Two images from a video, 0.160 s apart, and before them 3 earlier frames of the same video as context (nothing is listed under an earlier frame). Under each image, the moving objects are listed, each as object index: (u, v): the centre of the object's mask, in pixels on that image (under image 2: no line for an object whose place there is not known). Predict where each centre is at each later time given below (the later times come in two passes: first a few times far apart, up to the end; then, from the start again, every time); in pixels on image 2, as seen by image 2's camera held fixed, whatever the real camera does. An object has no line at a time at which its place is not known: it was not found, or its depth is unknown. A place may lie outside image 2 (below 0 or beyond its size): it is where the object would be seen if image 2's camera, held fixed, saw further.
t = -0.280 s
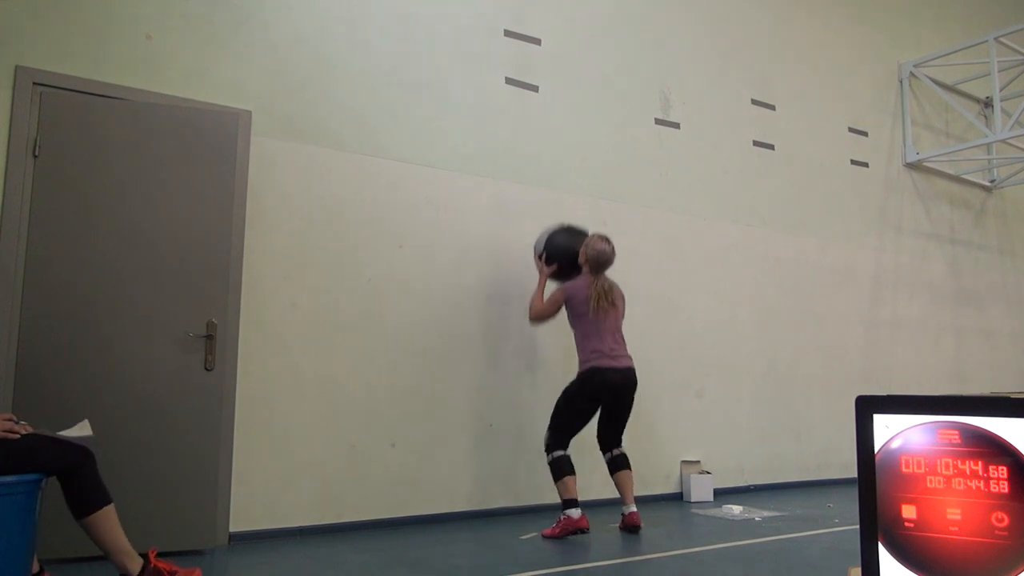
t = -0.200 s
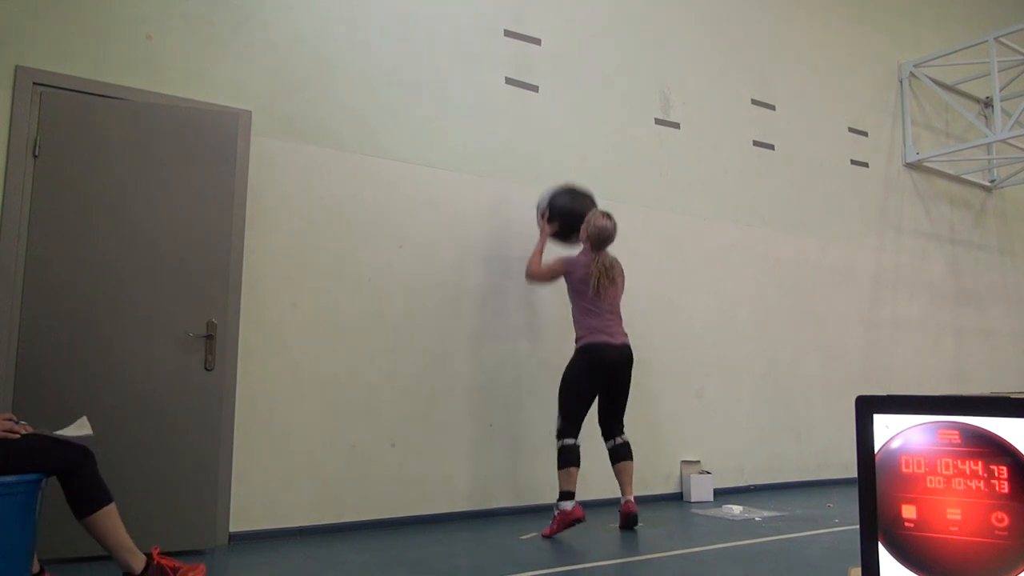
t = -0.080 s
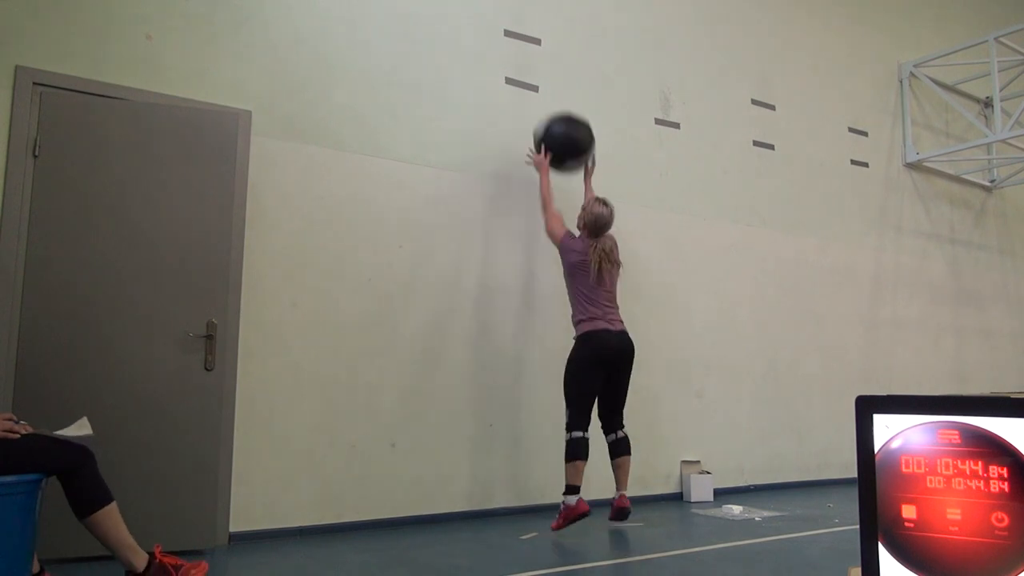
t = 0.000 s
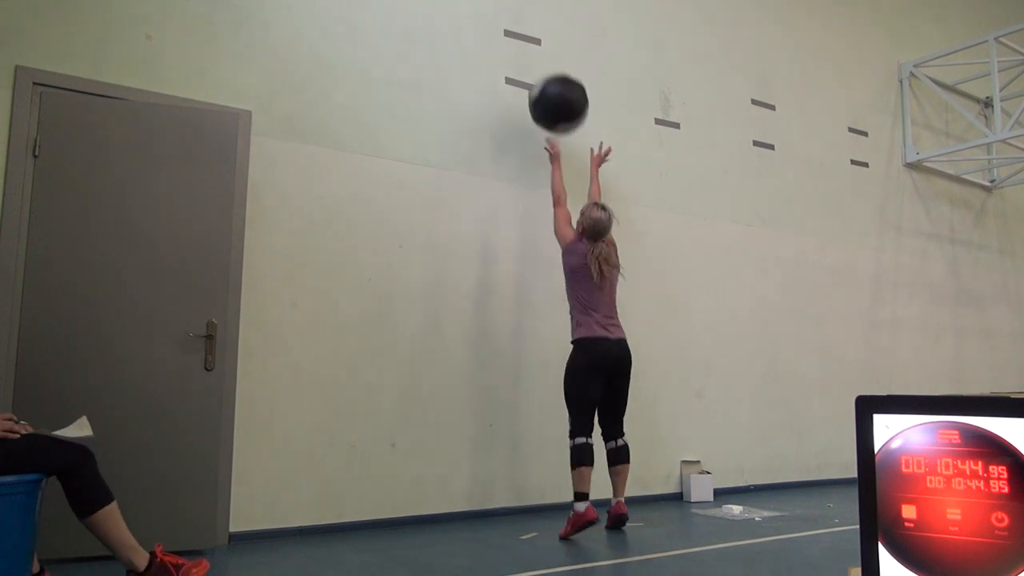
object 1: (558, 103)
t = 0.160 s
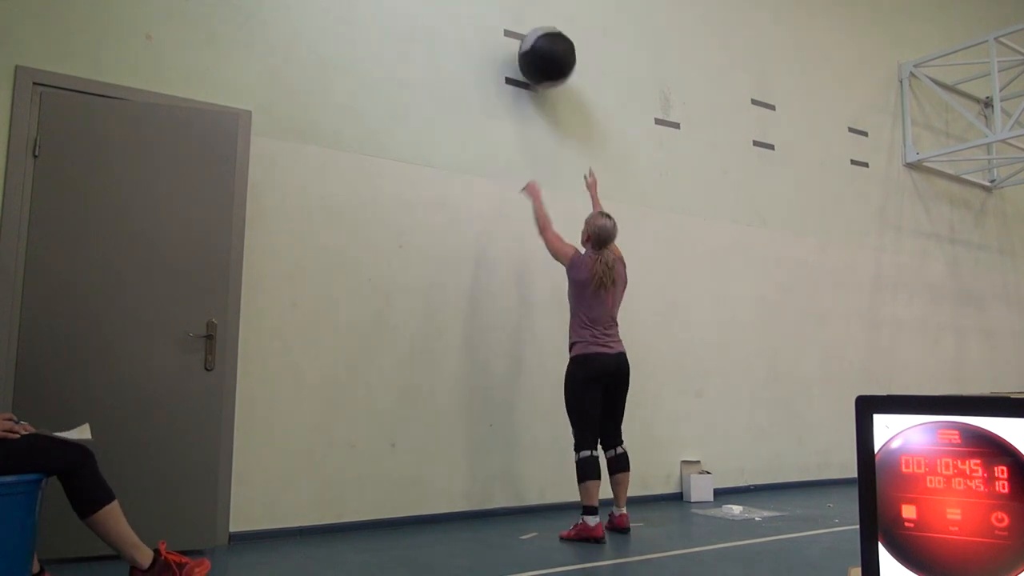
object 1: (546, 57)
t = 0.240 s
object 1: (541, 51)
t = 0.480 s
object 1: (551, 74)
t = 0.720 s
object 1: (562, 192)
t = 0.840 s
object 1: (568, 292)
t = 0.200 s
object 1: (543, 53)
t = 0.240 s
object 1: (541, 51)
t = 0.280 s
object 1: (542, 49)
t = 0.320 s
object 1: (544, 48)
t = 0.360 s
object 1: (546, 51)
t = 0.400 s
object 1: (548, 56)
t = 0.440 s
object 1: (549, 63)
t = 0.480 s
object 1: (551, 74)
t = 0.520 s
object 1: (553, 86)
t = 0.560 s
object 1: (555, 102)
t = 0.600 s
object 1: (557, 119)
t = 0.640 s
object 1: (559, 140)
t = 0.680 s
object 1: (560, 164)
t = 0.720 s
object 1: (562, 192)
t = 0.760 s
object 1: (564, 222)
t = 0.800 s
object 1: (566, 255)
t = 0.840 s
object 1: (568, 292)
